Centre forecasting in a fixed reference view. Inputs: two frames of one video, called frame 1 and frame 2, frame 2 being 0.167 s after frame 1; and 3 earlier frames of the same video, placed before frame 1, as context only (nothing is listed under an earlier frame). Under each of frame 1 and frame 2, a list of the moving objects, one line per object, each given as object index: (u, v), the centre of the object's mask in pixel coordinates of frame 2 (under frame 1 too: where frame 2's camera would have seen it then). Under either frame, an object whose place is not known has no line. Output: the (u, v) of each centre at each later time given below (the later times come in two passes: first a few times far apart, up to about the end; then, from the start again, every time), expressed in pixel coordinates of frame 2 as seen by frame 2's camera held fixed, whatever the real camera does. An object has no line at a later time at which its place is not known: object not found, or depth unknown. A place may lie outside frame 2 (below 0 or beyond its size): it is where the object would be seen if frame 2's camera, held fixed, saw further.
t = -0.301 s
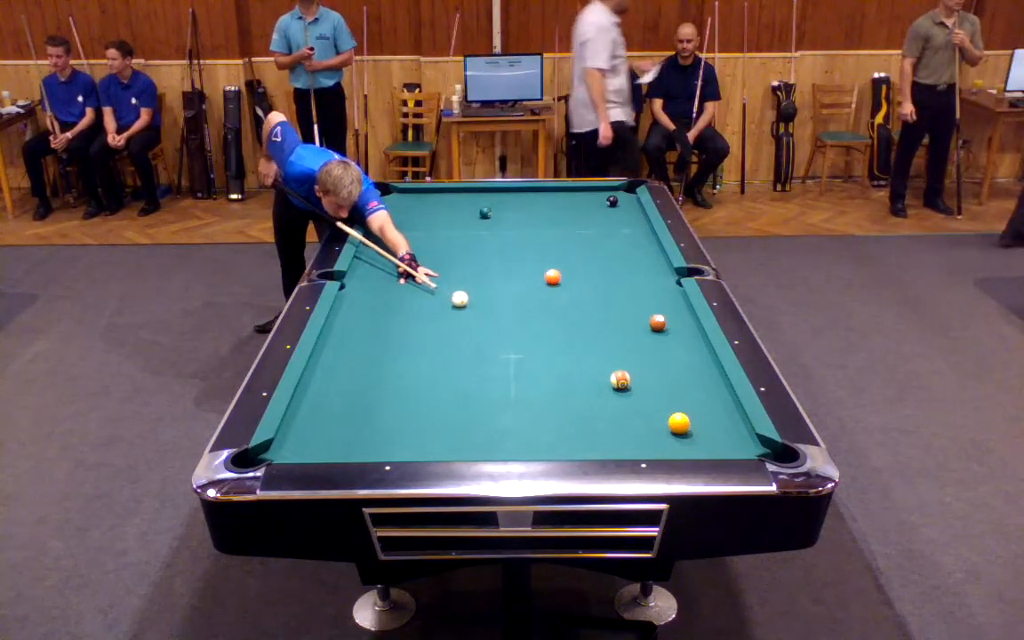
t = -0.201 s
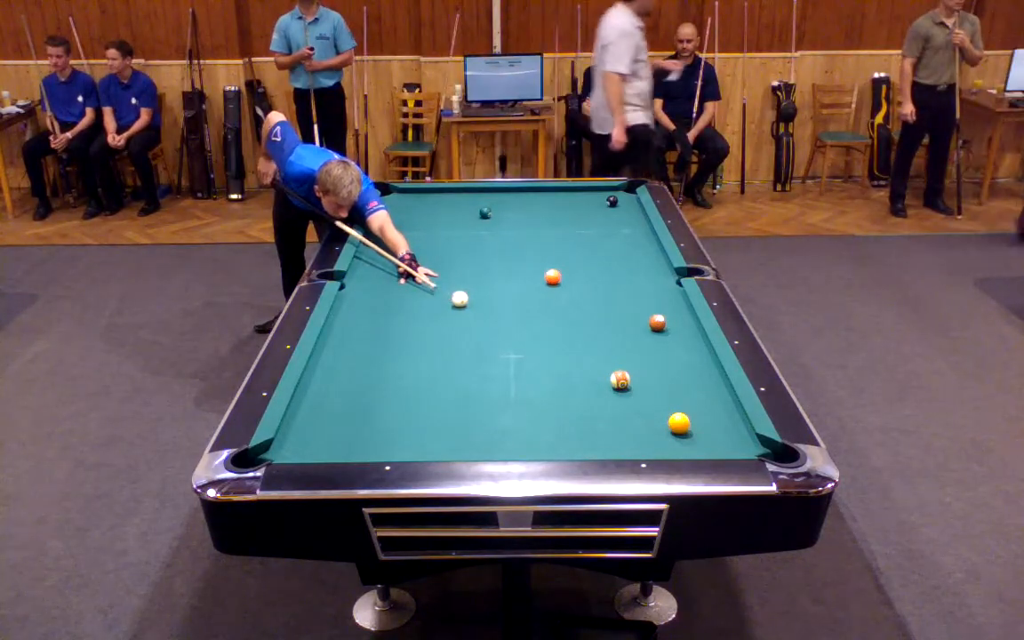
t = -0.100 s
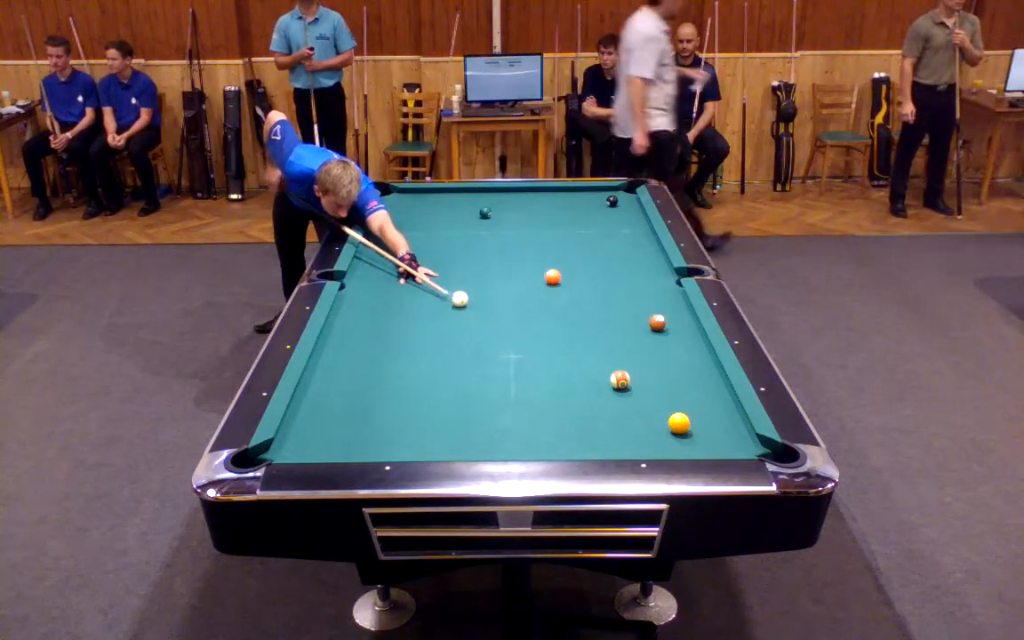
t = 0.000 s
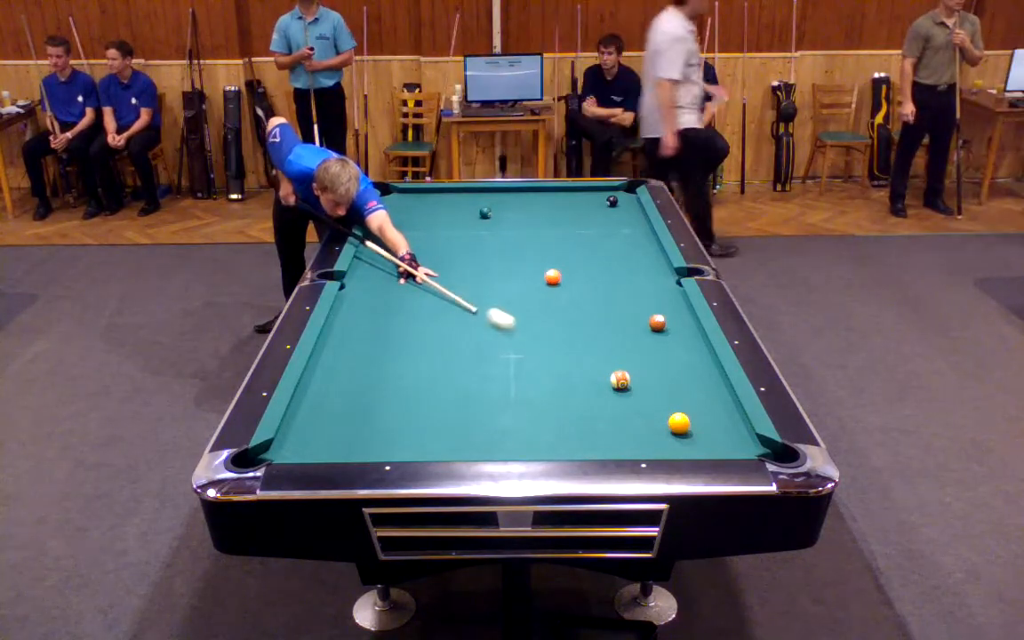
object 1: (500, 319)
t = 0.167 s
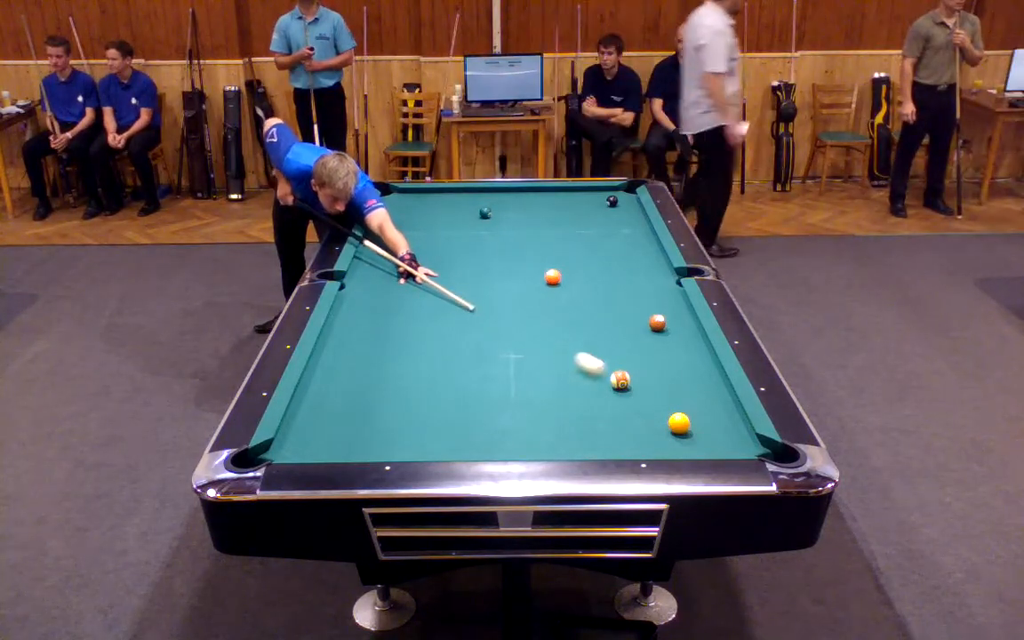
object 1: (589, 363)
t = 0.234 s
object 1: (607, 374)
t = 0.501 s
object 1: (607, 374)
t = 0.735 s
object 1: (607, 374)
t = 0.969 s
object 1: (607, 374)
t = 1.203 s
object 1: (607, 374)
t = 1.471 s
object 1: (607, 374)
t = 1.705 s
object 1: (607, 374)
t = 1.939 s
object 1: (607, 374)
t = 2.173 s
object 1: (607, 374)
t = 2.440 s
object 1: (606, 374)
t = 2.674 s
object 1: (606, 374)
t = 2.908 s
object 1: (607, 374)
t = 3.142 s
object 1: (606, 374)
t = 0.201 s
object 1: (603, 371)
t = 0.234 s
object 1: (607, 374)
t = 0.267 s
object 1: (606, 374)
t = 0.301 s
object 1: (606, 374)
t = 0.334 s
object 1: (607, 374)
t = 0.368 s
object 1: (607, 374)
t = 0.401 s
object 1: (606, 374)
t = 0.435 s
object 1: (607, 374)
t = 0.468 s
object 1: (607, 374)
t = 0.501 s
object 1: (607, 374)
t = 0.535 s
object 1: (607, 374)
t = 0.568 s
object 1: (607, 374)
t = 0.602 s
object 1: (607, 374)
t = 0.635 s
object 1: (607, 374)
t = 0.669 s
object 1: (606, 374)
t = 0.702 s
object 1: (607, 374)
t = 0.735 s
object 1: (607, 374)
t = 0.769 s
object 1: (607, 374)
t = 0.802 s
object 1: (607, 374)
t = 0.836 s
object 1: (607, 374)
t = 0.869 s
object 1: (607, 374)
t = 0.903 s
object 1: (607, 374)
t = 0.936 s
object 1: (607, 374)
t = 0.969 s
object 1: (607, 374)
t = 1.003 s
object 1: (607, 374)
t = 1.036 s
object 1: (607, 374)
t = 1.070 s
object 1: (607, 374)
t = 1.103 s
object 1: (607, 374)
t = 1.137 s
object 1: (607, 374)
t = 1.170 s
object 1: (607, 374)
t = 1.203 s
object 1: (607, 374)
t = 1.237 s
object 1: (607, 374)
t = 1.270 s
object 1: (607, 374)
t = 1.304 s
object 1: (607, 374)
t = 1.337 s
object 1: (607, 374)
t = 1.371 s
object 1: (607, 374)
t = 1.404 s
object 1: (607, 374)
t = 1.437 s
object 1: (607, 374)
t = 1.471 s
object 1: (607, 374)
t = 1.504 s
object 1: (607, 374)
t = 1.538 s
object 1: (607, 374)
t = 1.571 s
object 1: (607, 374)
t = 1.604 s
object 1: (607, 374)
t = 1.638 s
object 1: (607, 374)
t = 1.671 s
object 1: (607, 374)
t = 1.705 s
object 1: (607, 374)
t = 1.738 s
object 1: (607, 374)
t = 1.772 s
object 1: (607, 374)
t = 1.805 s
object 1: (607, 374)
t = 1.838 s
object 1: (607, 374)
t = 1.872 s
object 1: (607, 374)
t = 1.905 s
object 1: (607, 374)
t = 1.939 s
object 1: (607, 374)
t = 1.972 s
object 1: (607, 374)
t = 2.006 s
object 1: (606, 374)
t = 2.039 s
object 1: (607, 374)
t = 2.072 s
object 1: (606, 374)
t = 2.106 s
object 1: (606, 374)
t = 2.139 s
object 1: (606, 374)
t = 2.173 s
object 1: (607, 374)
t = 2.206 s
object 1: (606, 374)
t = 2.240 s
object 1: (606, 374)
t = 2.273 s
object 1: (606, 374)
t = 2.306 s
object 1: (607, 374)
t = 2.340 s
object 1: (607, 374)
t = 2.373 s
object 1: (607, 374)
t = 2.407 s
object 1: (607, 374)
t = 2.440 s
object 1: (606, 374)
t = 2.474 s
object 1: (607, 374)
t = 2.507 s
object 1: (607, 374)
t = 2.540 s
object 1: (607, 374)
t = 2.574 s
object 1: (607, 374)
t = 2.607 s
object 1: (607, 374)
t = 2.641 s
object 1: (607, 374)
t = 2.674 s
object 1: (606, 374)
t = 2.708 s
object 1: (606, 374)
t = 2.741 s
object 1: (607, 374)
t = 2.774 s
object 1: (606, 374)
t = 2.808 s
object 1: (606, 374)
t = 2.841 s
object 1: (607, 374)
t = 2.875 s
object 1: (607, 374)
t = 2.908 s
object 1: (607, 374)
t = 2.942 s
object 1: (607, 374)
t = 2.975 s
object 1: (607, 374)
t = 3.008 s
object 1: (607, 374)
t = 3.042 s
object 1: (607, 374)
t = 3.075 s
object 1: (607, 374)
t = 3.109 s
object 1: (607, 374)
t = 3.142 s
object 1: (606, 374)
